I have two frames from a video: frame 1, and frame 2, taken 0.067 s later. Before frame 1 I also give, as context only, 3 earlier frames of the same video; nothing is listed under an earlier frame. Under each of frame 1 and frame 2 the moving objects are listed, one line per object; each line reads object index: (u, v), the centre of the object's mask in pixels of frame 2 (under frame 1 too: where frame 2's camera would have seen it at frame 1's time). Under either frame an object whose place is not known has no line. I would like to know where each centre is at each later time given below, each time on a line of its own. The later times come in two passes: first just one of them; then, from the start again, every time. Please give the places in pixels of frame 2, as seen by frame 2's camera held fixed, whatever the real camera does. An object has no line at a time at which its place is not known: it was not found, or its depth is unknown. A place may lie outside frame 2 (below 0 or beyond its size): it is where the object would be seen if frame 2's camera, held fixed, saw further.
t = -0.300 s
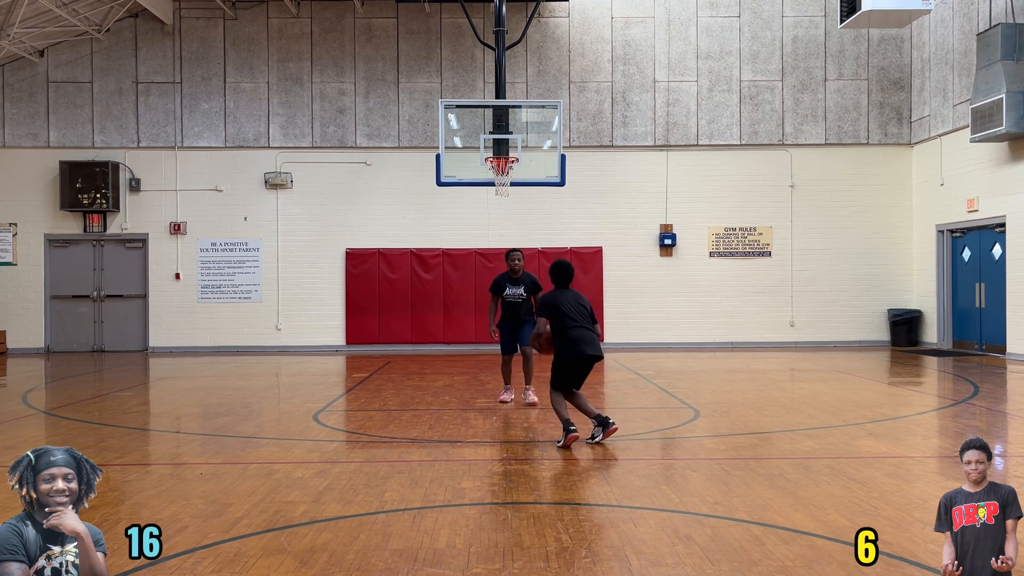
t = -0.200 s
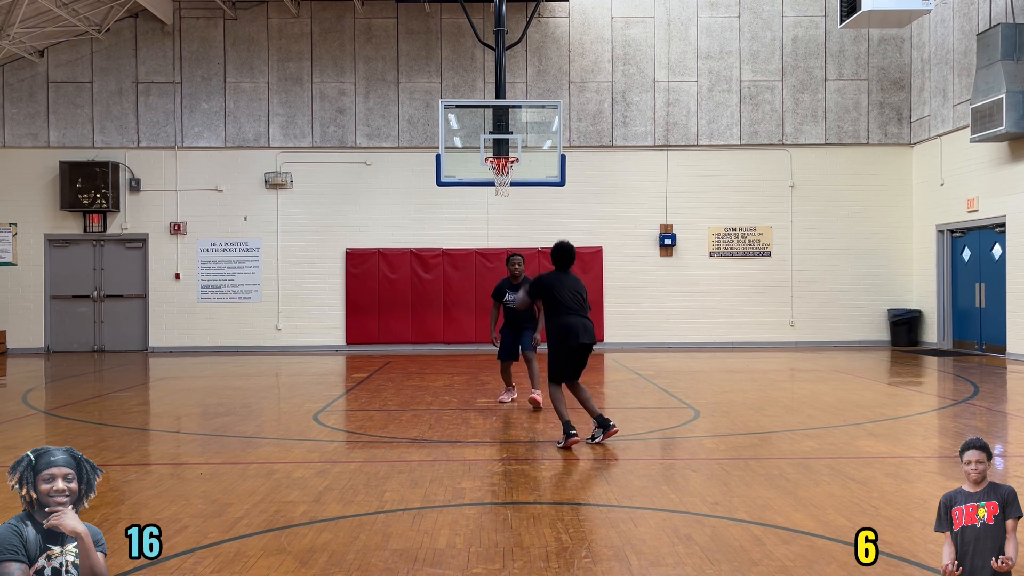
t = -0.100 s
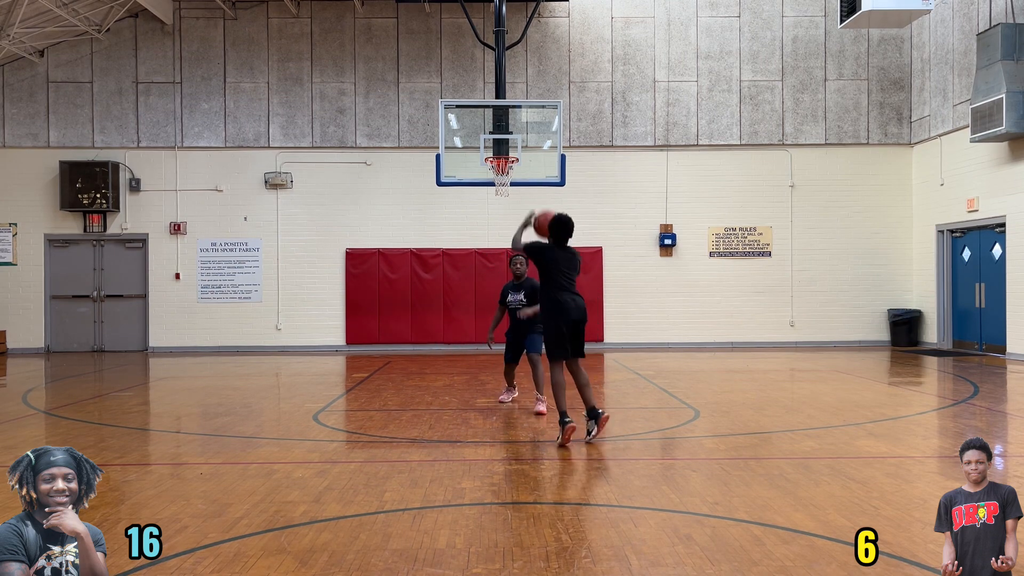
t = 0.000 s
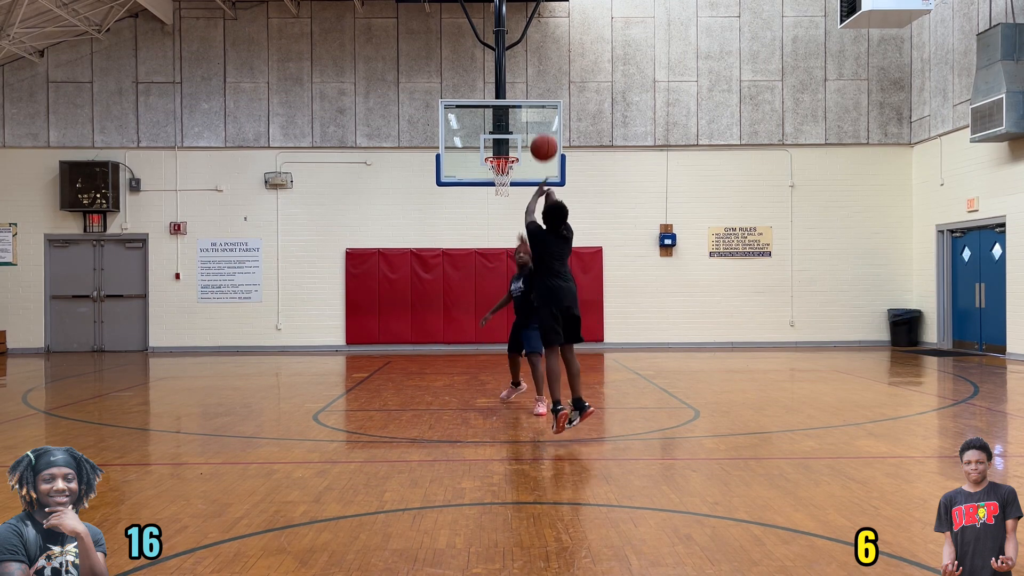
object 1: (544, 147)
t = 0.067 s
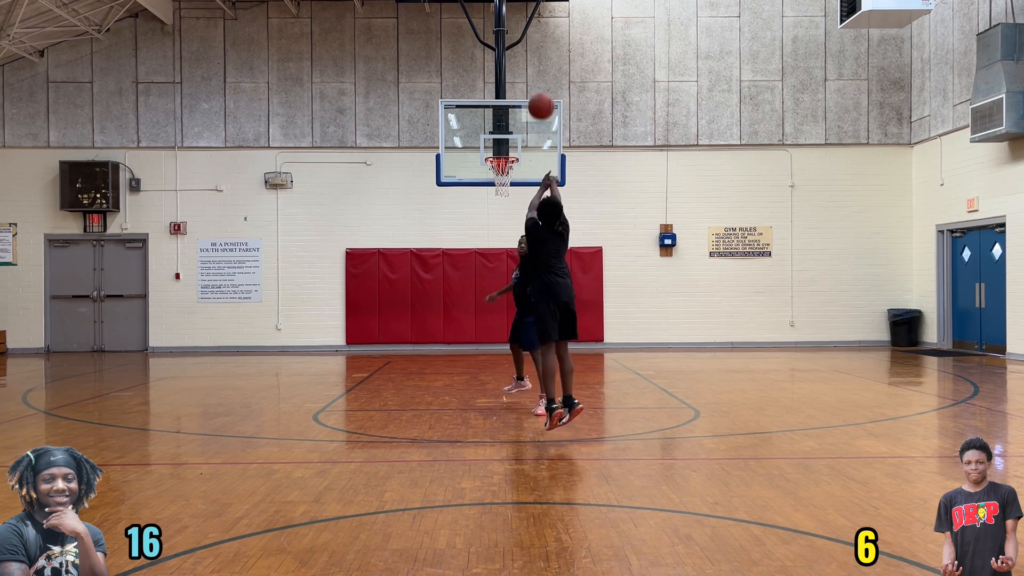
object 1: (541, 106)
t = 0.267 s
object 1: (534, 27)
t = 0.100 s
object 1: (540, 88)
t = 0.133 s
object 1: (538, 73)
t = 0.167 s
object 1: (537, 59)
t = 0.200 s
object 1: (536, 46)
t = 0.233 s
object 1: (535, 36)
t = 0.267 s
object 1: (534, 27)
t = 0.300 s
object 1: (533, 19)
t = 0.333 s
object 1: (532, 12)
